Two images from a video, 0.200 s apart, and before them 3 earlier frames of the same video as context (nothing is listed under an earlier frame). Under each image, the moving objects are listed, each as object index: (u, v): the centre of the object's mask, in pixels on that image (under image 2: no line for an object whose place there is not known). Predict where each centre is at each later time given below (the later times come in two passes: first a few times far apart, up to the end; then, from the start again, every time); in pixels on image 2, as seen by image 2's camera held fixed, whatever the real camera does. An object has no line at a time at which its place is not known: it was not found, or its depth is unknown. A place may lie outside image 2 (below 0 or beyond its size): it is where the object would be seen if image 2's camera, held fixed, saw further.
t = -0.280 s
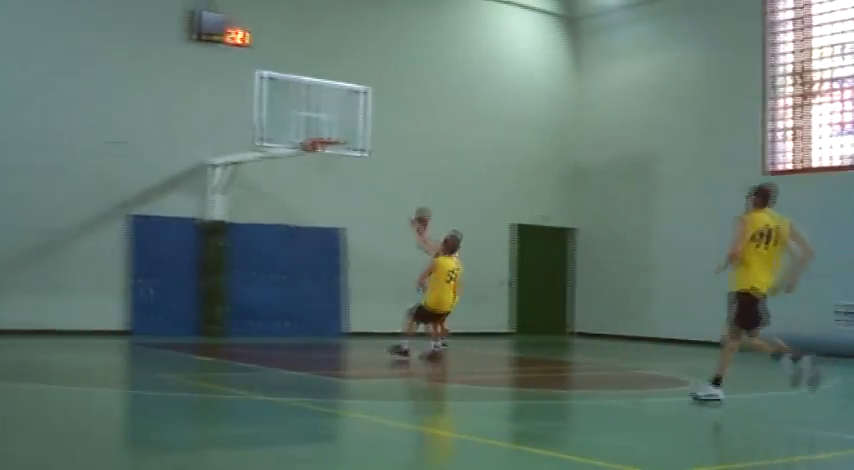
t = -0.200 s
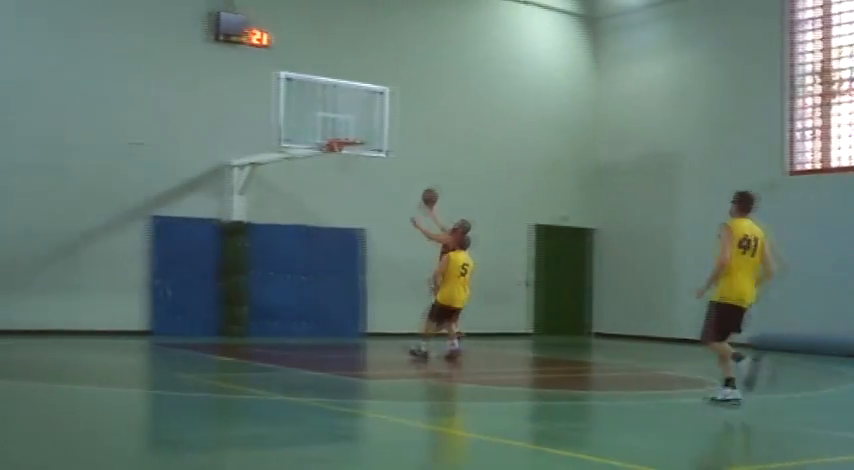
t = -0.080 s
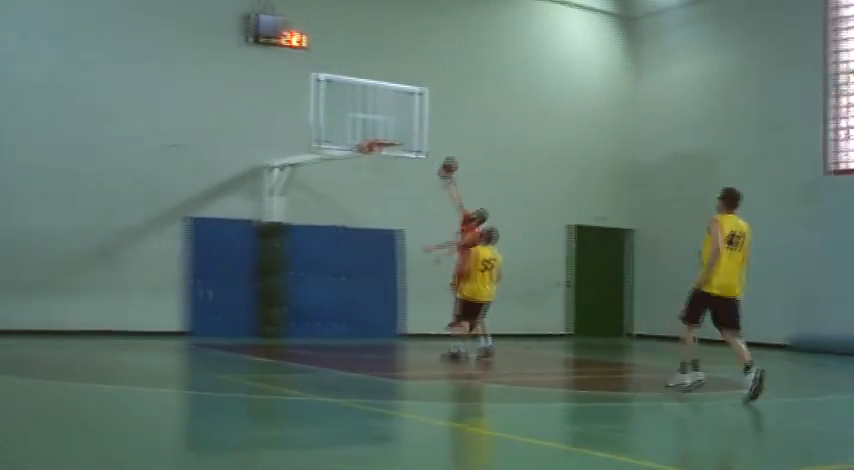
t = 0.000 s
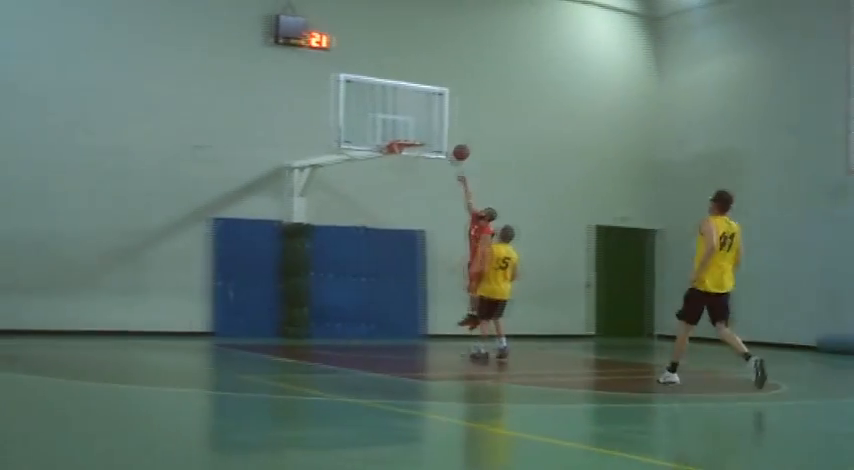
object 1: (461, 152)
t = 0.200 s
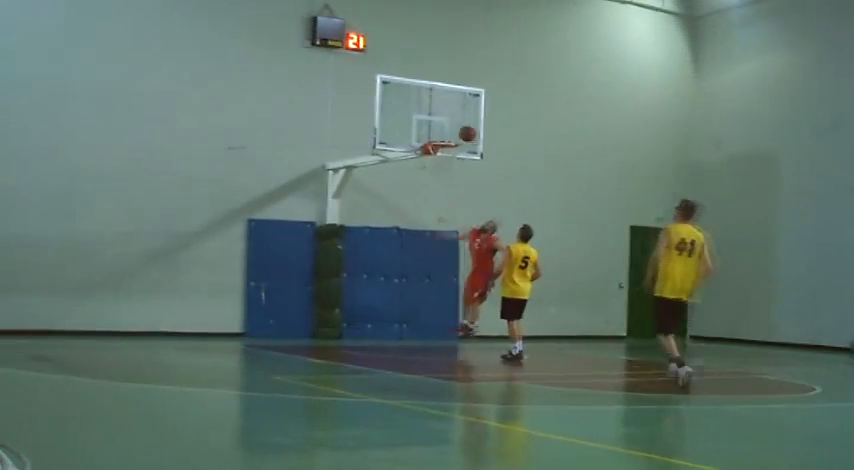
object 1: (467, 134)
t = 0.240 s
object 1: (462, 133)
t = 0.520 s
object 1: (452, 131)
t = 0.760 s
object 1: (449, 143)
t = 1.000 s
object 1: (435, 167)
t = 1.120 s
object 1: (434, 181)
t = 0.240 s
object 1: (462, 133)
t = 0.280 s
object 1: (456, 133)
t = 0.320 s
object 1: (451, 133)
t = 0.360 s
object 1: (451, 134)
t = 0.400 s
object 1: (451, 134)
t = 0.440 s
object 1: (451, 134)
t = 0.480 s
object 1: (451, 132)
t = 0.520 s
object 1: (452, 131)
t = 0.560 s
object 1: (452, 131)
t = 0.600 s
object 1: (452, 133)
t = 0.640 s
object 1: (453, 134)
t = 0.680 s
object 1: (453, 136)
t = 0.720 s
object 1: (452, 140)
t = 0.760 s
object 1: (449, 143)
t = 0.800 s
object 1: (446, 147)
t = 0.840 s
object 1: (445, 154)
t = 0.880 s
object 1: (441, 157)
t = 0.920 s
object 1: (438, 162)
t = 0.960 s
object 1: (437, 165)
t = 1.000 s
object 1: (435, 167)
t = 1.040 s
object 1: (435, 171)
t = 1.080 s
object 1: (435, 175)
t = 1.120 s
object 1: (434, 181)
